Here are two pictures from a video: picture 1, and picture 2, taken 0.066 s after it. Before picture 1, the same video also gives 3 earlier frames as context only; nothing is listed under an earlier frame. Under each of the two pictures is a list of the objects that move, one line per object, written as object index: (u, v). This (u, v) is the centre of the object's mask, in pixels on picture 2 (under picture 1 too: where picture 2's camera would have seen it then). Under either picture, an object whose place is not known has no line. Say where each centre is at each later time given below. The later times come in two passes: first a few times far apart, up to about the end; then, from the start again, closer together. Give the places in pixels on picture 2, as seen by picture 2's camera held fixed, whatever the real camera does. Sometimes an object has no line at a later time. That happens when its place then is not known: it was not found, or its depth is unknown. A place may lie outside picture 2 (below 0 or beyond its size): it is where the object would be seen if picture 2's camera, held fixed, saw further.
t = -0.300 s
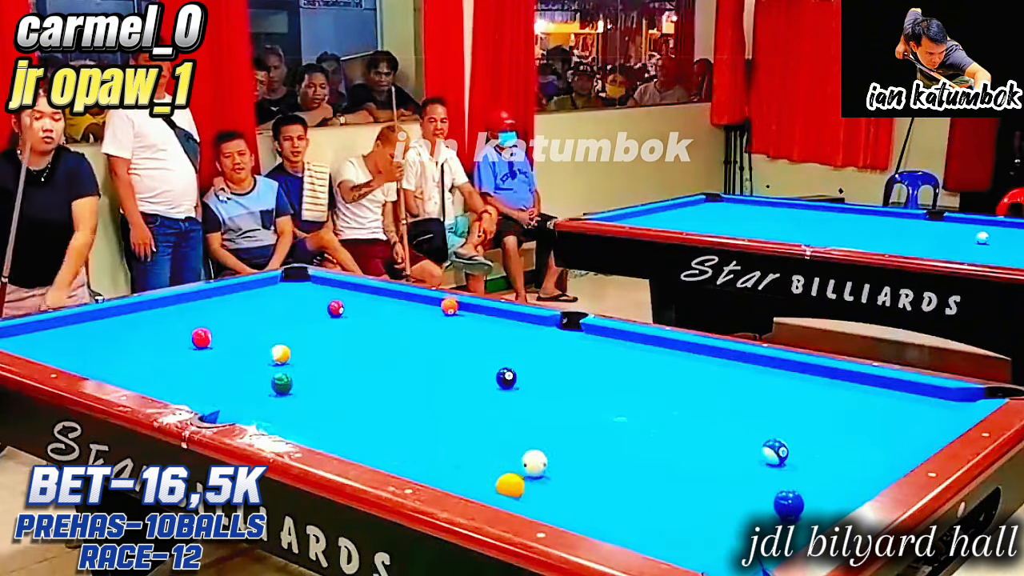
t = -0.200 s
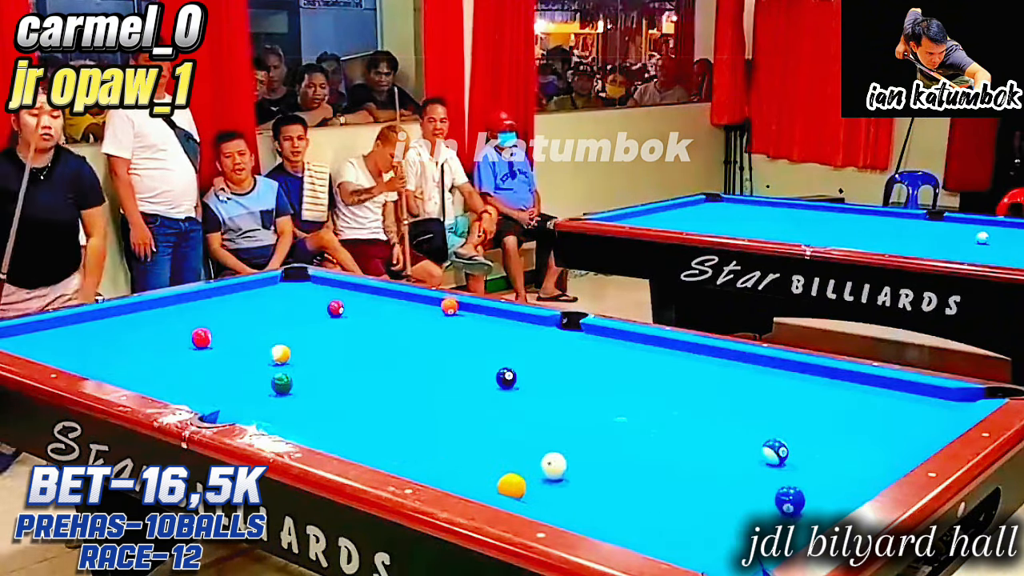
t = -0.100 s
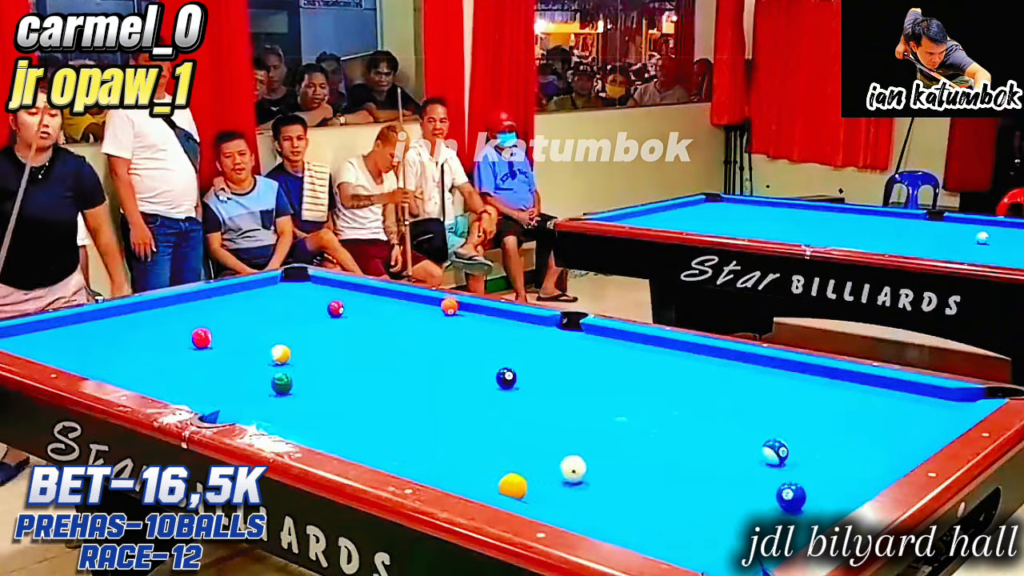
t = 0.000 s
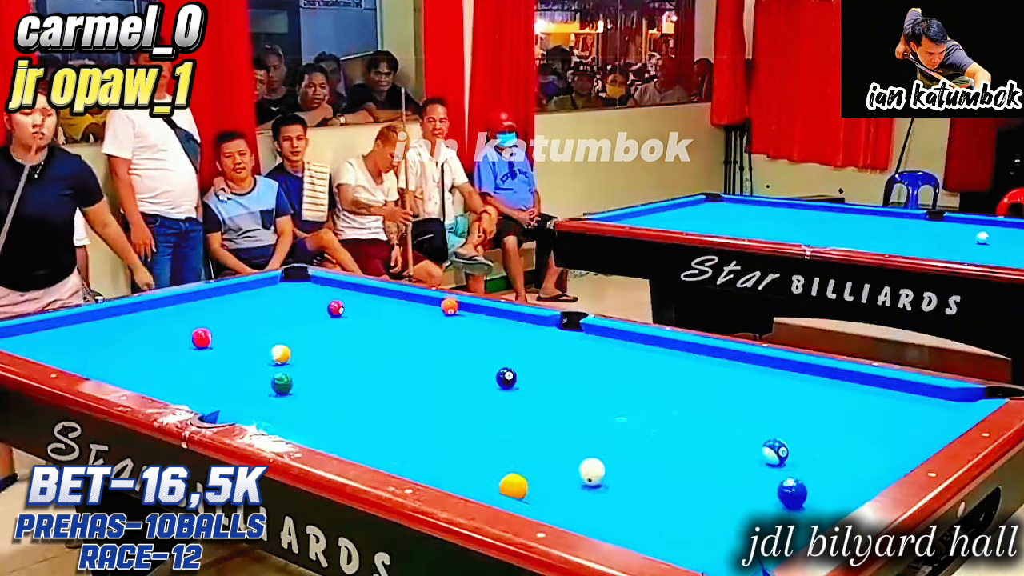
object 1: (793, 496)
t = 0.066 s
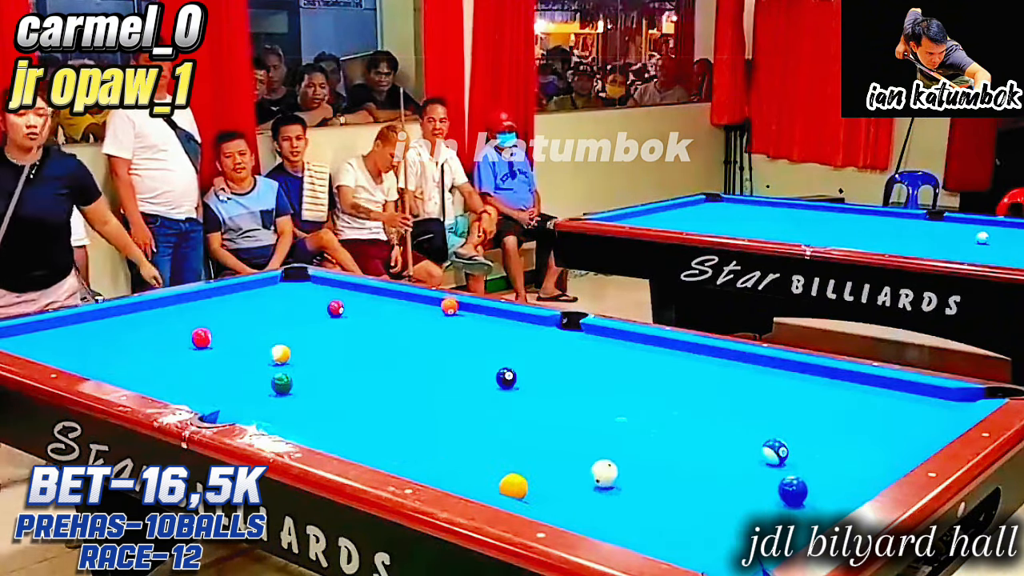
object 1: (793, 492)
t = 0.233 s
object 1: (795, 486)
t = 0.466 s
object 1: (797, 479)
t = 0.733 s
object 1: (799, 473)
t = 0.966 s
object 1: (801, 469)
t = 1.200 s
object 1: (802, 465)
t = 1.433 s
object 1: (803, 463)
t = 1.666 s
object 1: (804, 462)
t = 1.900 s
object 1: (804, 461)
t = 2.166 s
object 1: (805, 460)
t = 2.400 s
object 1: (805, 460)
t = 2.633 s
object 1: (805, 460)
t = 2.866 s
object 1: (805, 460)
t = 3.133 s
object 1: (805, 460)
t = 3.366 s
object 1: (805, 460)
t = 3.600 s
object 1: (805, 460)
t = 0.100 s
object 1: (793, 490)
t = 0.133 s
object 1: (793, 489)
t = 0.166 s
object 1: (794, 488)
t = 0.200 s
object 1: (794, 487)
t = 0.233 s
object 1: (795, 486)
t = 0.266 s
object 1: (795, 485)
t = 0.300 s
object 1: (795, 484)
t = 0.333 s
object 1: (796, 483)
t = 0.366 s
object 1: (796, 482)
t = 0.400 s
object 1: (797, 480)
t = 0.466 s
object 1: (797, 479)
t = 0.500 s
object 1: (797, 478)
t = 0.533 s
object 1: (798, 477)
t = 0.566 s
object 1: (798, 476)
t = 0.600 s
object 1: (798, 476)
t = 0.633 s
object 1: (798, 475)
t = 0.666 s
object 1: (799, 474)
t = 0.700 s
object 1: (799, 474)
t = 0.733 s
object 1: (799, 473)
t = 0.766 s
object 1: (799, 473)
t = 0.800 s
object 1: (799, 472)
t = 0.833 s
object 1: (800, 471)
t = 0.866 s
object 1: (800, 471)
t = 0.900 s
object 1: (800, 470)
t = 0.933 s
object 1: (800, 470)
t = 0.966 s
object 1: (801, 469)
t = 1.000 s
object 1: (801, 469)
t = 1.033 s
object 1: (801, 468)
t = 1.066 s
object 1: (801, 468)
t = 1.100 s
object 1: (802, 467)
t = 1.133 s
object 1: (802, 466)
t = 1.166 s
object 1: (802, 466)
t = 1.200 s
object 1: (802, 465)
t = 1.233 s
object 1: (802, 465)
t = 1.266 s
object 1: (802, 465)
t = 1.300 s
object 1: (802, 464)
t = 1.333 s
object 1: (803, 464)
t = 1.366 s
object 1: (803, 464)
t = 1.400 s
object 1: (803, 463)
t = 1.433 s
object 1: (803, 463)
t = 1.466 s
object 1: (803, 463)
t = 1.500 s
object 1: (803, 462)
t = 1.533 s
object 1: (803, 462)
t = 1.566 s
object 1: (803, 462)
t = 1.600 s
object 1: (804, 462)
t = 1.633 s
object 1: (804, 462)
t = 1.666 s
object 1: (804, 462)
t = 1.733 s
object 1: (804, 462)
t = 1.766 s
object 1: (804, 461)
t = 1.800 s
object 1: (804, 461)
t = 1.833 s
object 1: (804, 461)
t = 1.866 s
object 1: (804, 461)
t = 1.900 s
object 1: (804, 461)
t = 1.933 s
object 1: (804, 460)
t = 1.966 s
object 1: (805, 461)
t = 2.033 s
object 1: (805, 460)
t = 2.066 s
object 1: (805, 460)
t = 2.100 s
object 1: (805, 460)
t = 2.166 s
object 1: (805, 460)
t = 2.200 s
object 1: (805, 460)
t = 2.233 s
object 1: (805, 460)
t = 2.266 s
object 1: (805, 460)
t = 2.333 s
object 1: (805, 460)
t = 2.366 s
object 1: (805, 460)
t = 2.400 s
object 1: (805, 460)
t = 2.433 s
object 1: (805, 460)
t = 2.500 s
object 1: (805, 460)
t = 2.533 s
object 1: (805, 460)
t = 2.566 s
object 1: (805, 460)
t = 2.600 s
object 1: (805, 460)
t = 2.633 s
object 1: (805, 460)
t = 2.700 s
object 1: (805, 460)
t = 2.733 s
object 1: (805, 460)
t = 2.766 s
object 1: (805, 460)
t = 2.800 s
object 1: (805, 460)
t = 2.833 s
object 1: (805, 460)
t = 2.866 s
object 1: (805, 460)
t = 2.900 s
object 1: (805, 460)
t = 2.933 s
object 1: (805, 460)
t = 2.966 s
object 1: (805, 460)
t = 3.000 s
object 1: (805, 460)
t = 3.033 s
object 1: (805, 460)
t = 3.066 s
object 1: (805, 460)
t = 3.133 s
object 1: (805, 460)
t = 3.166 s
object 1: (805, 460)
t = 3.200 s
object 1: (805, 460)
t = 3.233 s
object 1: (805, 460)
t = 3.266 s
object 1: (805, 460)
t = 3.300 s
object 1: (805, 460)
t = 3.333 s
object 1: (805, 460)
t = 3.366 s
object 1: (805, 460)
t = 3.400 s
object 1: (805, 460)
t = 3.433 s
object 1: (805, 460)
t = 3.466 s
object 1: (805, 460)
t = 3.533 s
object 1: (805, 460)
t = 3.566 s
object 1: (805, 460)
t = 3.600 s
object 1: (805, 460)
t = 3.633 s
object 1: (805, 461)
